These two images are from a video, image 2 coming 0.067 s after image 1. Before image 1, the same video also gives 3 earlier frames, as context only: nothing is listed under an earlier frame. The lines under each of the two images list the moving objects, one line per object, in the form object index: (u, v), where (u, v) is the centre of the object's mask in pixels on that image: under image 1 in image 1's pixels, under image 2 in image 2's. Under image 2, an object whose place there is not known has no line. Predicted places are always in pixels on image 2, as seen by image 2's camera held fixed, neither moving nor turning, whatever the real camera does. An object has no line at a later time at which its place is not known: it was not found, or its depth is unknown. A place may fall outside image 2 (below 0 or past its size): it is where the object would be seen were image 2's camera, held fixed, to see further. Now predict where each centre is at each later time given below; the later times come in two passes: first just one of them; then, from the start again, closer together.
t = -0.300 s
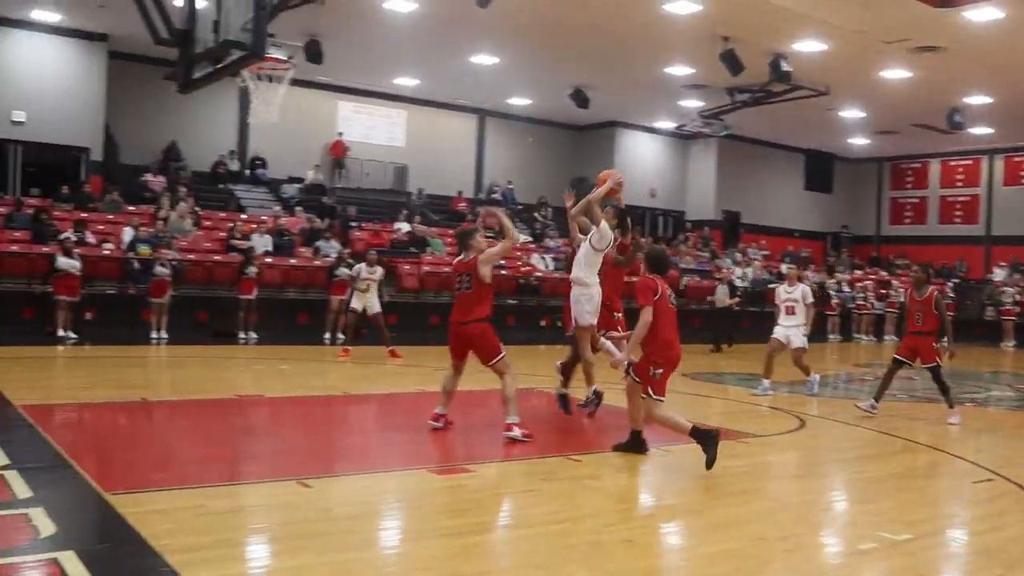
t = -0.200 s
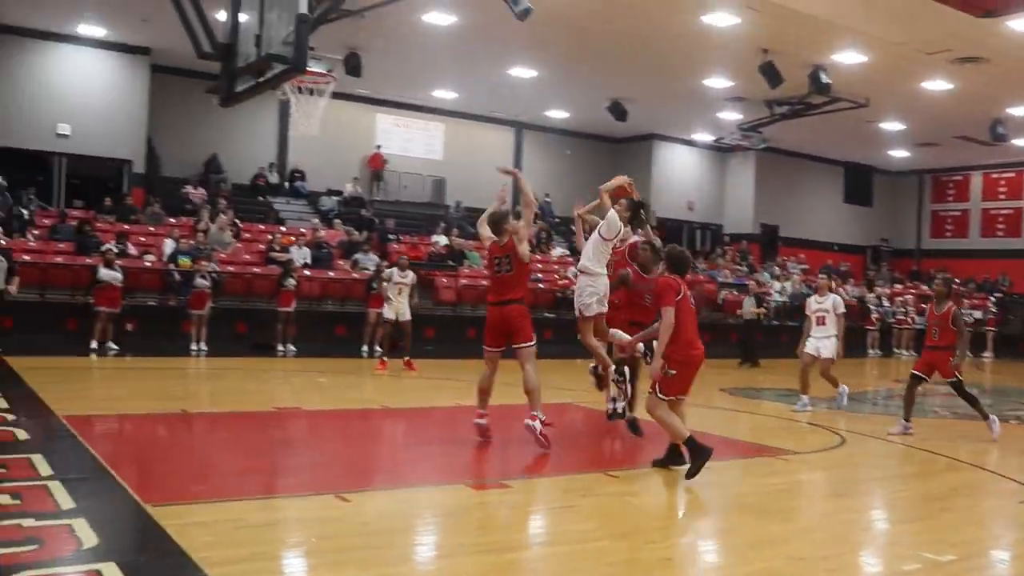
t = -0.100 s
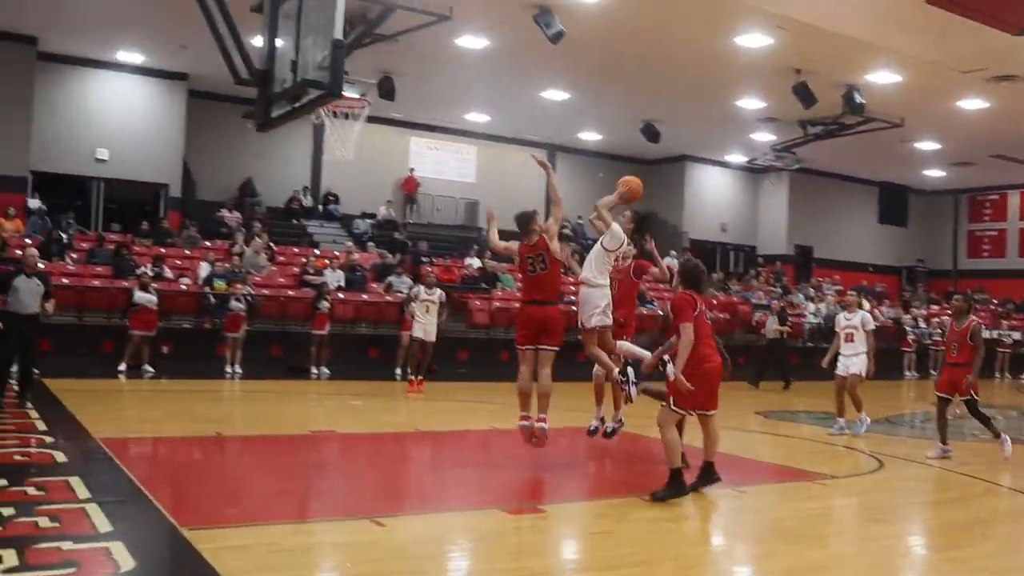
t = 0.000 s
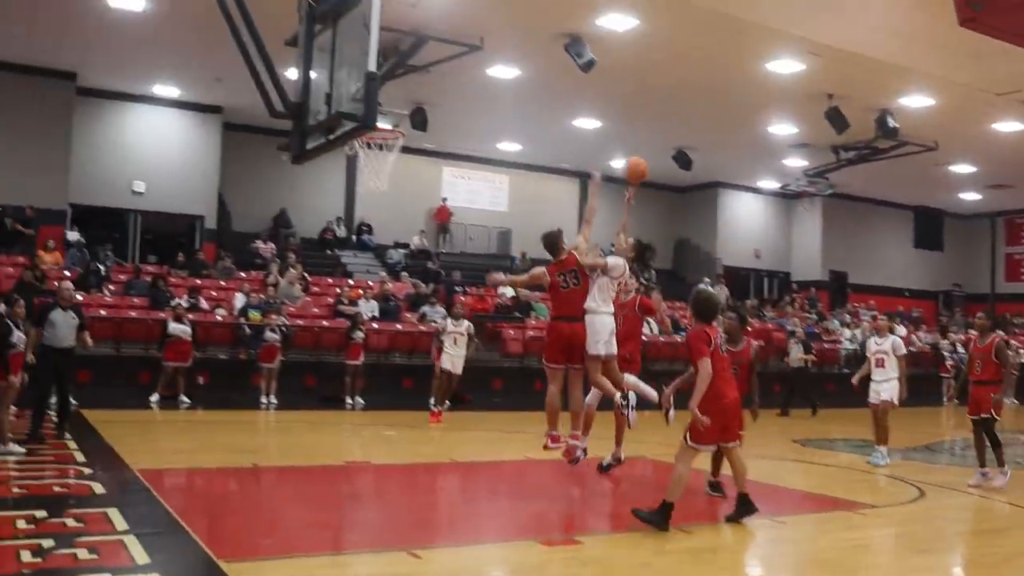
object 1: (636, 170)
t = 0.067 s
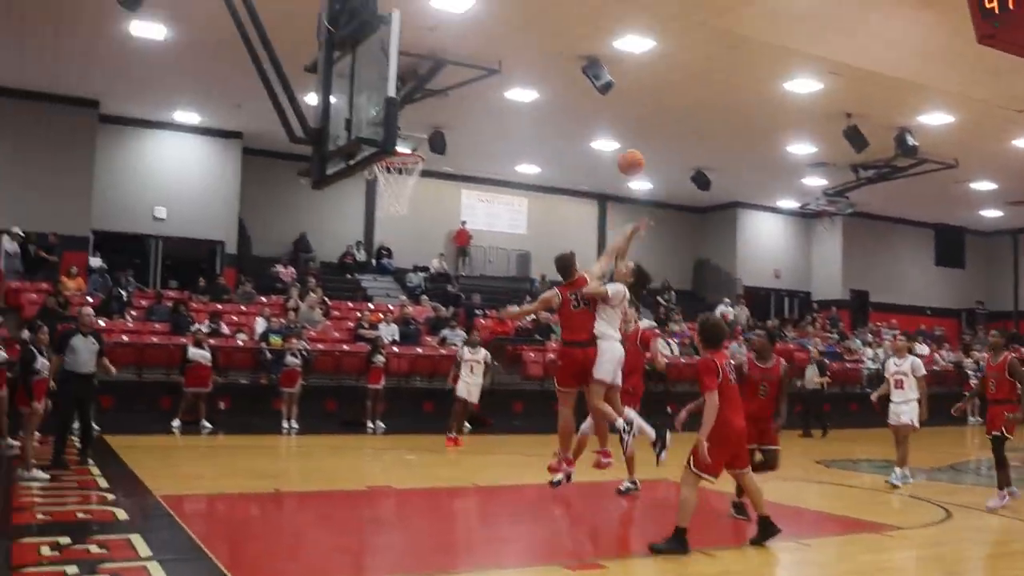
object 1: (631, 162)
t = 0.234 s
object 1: (566, 106)
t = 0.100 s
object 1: (617, 148)
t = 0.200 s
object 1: (580, 114)
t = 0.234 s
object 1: (566, 106)
